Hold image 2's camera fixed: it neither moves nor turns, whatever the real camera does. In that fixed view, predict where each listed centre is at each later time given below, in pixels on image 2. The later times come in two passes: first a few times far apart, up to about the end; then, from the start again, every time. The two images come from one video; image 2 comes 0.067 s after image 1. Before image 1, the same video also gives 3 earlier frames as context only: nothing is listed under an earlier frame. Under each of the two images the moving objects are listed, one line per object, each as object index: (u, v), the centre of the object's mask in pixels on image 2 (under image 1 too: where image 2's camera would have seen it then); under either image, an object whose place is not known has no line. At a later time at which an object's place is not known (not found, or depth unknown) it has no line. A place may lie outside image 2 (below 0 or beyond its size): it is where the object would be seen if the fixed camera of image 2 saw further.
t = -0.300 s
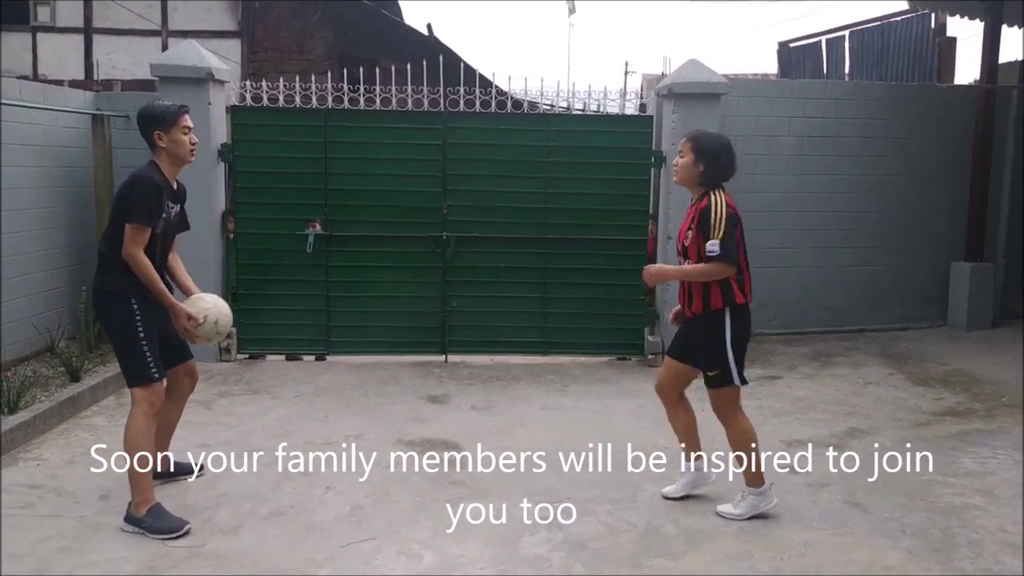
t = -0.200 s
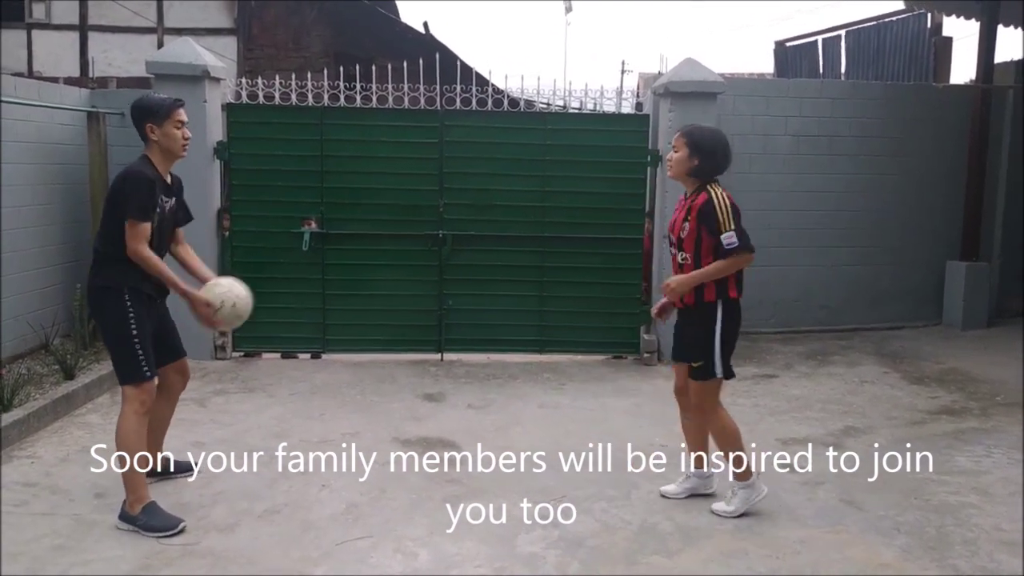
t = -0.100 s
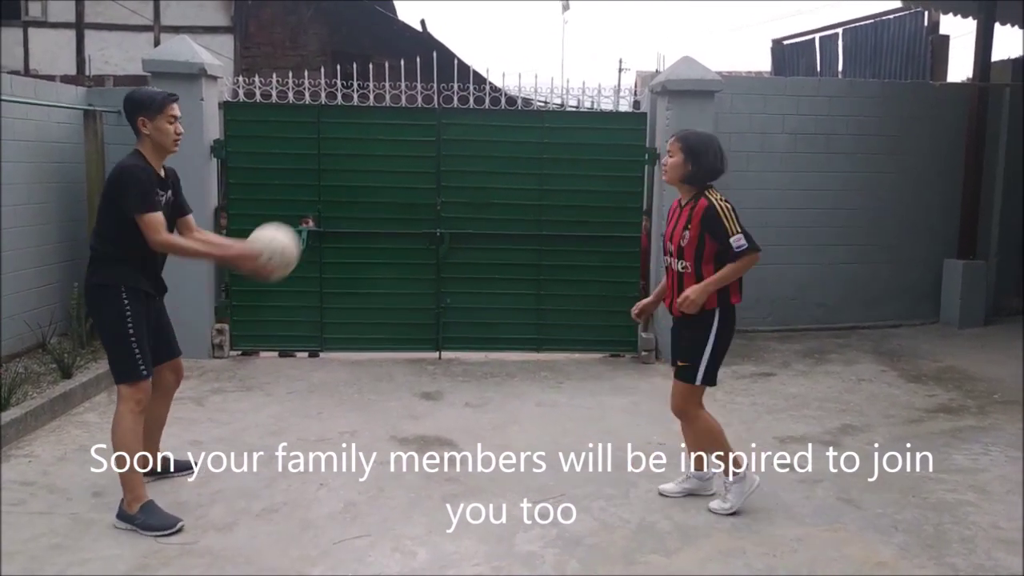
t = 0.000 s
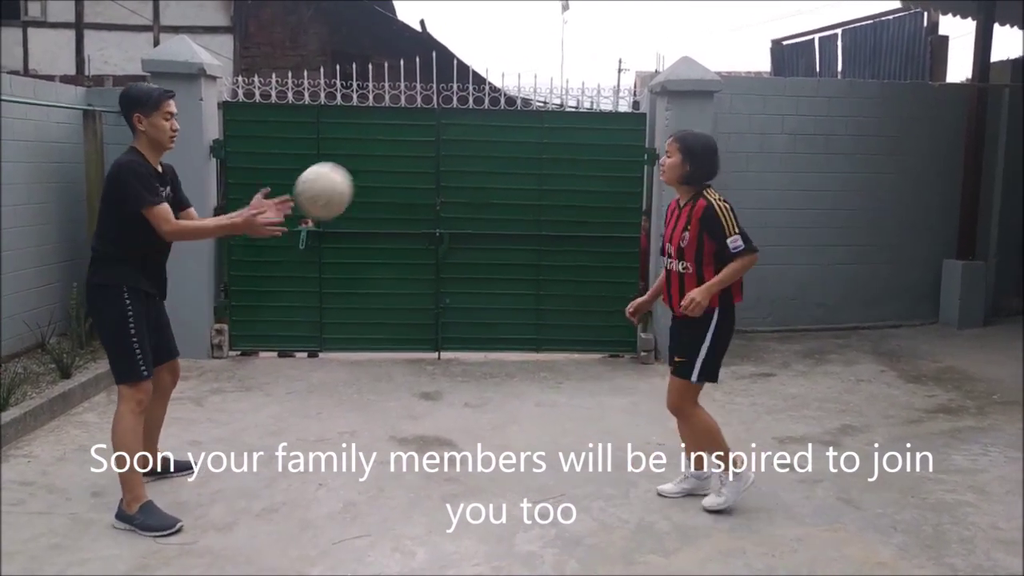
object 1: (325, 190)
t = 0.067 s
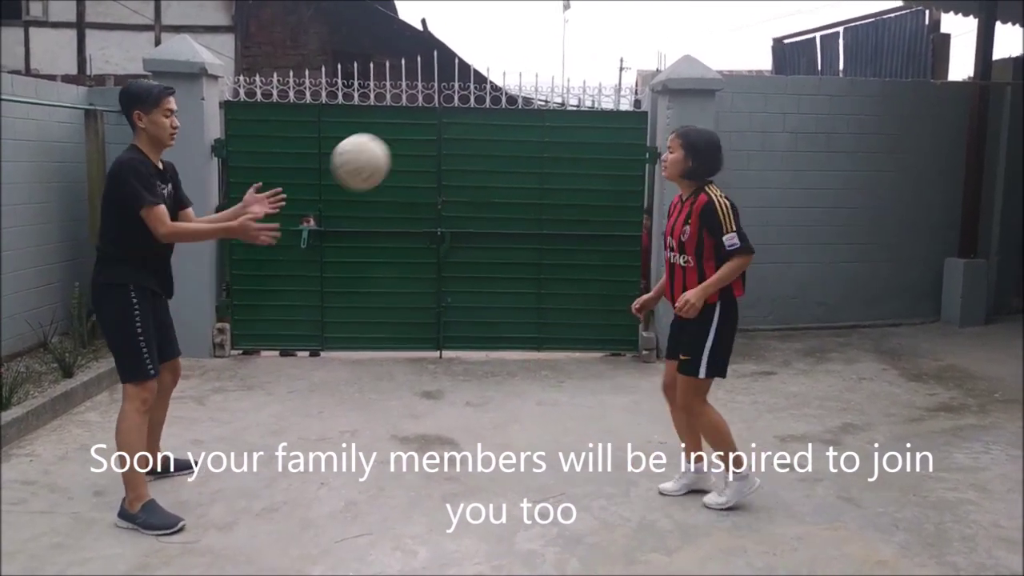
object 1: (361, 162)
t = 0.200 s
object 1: (433, 136)
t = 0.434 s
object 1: (558, 198)
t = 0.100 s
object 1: (378, 151)
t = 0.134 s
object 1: (396, 144)
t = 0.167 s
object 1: (415, 139)
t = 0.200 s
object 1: (433, 136)
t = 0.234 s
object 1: (451, 137)
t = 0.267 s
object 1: (469, 140)
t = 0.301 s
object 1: (487, 147)
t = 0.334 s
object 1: (505, 155)
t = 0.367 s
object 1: (523, 167)
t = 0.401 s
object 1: (540, 181)
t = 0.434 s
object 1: (558, 198)
